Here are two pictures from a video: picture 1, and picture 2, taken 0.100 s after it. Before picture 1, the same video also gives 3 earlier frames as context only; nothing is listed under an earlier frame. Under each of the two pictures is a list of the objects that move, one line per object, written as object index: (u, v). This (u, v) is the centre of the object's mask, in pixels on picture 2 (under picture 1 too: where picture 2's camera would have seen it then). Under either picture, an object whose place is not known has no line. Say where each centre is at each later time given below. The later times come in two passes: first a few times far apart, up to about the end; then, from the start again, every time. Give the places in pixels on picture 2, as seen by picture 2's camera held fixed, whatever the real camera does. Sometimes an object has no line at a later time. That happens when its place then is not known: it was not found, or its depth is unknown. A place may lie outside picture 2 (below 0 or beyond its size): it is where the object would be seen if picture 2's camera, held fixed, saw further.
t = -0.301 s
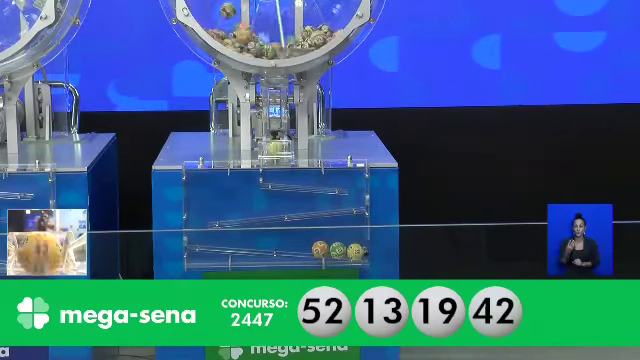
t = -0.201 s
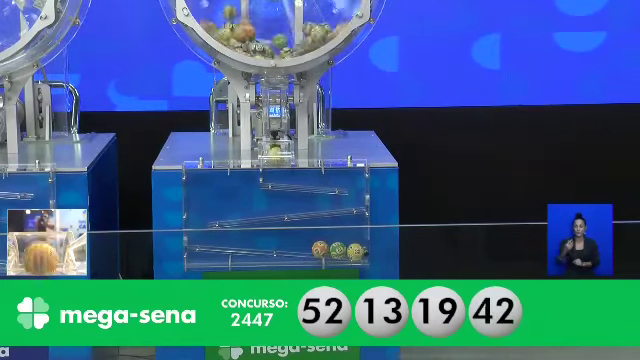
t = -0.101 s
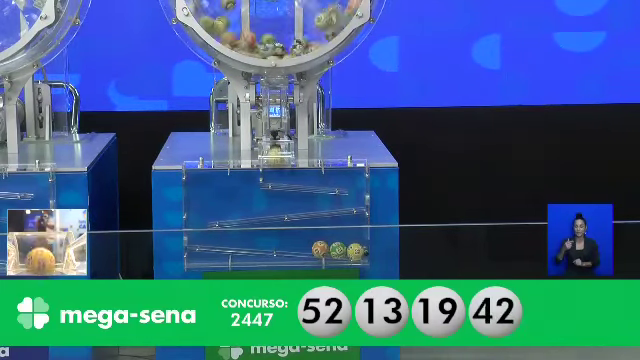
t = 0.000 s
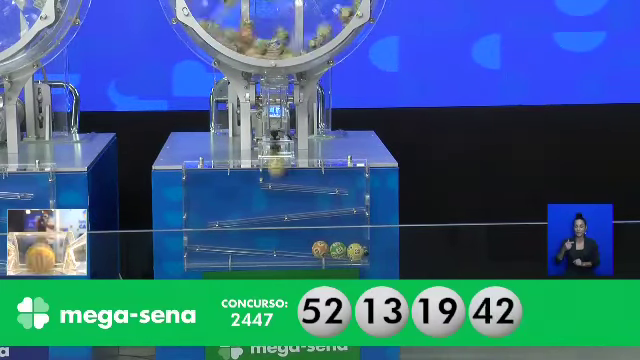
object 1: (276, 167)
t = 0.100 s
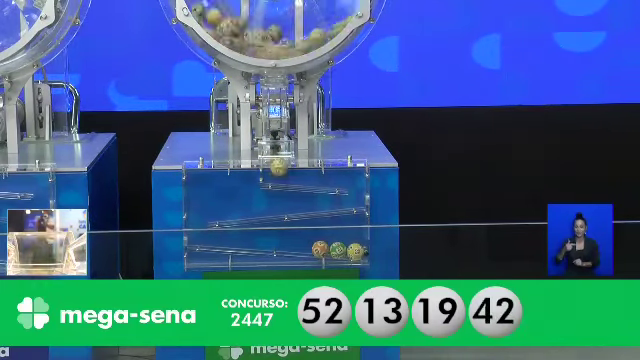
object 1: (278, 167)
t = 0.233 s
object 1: (284, 176)
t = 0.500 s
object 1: (294, 179)
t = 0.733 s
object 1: (310, 181)
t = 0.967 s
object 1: (334, 183)
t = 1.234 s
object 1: (347, 200)
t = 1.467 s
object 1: (347, 203)
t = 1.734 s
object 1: (338, 204)
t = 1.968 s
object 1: (322, 205)
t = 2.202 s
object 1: (299, 208)
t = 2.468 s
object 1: (263, 212)
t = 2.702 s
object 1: (223, 215)
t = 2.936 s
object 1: (203, 239)
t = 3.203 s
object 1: (207, 241)
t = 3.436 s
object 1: (220, 242)
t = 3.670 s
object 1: (240, 244)
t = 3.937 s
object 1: (273, 246)
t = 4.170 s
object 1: (301, 248)
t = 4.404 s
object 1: (300, 248)
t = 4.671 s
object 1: (303, 248)
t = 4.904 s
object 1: (303, 248)
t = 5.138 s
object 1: (303, 248)
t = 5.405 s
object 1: (303, 248)
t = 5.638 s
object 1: (303, 248)
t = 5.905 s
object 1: (303, 248)
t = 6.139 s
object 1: (303, 248)
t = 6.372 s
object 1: (303, 248)
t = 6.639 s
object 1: (303, 248)
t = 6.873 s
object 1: (303, 248)
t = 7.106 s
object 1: (303, 248)
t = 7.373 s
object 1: (303, 248)
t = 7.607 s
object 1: (303, 248)
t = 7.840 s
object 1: (303, 248)
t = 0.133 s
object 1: (279, 167)
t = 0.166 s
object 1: (281, 170)
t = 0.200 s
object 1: (282, 178)
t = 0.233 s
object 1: (284, 176)
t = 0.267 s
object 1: (285, 176)
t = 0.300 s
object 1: (286, 178)
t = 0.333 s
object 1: (287, 178)
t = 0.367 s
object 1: (289, 178)
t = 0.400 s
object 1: (290, 178)
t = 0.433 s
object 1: (291, 179)
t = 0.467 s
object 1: (293, 179)
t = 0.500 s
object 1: (294, 179)
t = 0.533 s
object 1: (296, 179)
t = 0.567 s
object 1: (297, 179)
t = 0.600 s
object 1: (300, 180)
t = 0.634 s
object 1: (302, 180)
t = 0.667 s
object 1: (305, 180)
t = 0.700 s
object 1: (308, 181)
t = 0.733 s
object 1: (310, 181)
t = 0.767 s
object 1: (313, 181)
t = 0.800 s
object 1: (316, 181)
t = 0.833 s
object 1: (319, 182)
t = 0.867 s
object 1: (323, 182)
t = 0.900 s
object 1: (326, 182)
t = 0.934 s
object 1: (330, 183)
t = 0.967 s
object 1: (334, 183)
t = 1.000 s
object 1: (338, 183)
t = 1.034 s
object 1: (342, 183)
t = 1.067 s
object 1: (346, 183)
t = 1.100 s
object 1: (351, 184)
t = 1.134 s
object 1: (355, 189)
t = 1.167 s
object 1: (353, 195)
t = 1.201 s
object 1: (349, 201)
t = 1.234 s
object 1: (347, 200)
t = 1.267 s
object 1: (348, 201)
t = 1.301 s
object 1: (348, 201)
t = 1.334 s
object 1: (348, 202)
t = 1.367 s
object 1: (348, 202)
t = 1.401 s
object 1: (347, 202)
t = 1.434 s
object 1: (347, 202)
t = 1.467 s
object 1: (347, 203)
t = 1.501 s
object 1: (346, 203)
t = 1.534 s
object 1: (346, 203)
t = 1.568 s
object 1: (345, 203)
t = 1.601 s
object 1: (344, 203)
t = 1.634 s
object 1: (343, 203)
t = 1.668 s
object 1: (342, 204)
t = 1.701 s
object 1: (340, 204)
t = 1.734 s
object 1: (338, 204)
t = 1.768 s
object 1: (336, 204)
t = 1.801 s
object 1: (334, 204)
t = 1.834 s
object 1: (332, 204)
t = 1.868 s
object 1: (329, 204)
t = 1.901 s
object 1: (327, 205)
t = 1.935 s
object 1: (325, 205)
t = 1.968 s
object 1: (322, 205)
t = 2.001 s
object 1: (319, 206)
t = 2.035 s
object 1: (316, 206)
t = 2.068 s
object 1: (313, 207)
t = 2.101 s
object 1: (309, 207)
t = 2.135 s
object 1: (306, 207)
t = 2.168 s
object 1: (302, 208)
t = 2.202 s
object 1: (299, 208)
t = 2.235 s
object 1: (294, 209)
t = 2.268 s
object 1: (290, 209)
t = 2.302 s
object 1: (286, 209)
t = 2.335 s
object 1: (281, 210)
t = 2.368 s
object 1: (277, 210)
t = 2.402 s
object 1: (272, 211)
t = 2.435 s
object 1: (268, 211)
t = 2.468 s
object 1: (263, 212)
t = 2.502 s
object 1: (257, 212)
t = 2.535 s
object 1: (252, 213)
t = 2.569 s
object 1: (246, 213)
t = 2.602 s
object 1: (241, 214)
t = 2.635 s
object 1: (235, 214)
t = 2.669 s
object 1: (229, 215)
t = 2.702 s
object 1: (223, 215)
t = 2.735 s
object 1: (217, 216)
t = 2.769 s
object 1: (211, 216)
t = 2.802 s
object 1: (204, 217)
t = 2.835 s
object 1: (198, 220)
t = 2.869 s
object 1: (199, 226)
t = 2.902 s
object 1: (202, 232)
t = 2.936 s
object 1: (203, 239)
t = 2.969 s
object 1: (203, 239)
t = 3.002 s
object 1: (204, 239)
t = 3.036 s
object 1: (204, 240)
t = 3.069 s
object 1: (204, 240)
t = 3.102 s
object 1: (205, 240)
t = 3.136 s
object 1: (206, 240)
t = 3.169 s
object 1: (206, 240)
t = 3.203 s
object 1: (207, 241)
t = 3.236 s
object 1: (209, 241)
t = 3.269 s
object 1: (210, 241)
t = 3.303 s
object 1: (211, 241)
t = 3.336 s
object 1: (213, 241)
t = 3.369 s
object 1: (215, 242)
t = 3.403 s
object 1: (217, 242)
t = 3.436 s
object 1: (220, 242)
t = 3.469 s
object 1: (222, 242)
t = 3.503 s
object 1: (225, 242)
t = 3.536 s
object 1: (228, 242)
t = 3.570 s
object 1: (230, 243)
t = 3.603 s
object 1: (234, 243)
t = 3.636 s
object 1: (237, 243)
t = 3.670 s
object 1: (240, 244)
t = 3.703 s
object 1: (244, 244)
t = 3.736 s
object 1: (247, 244)
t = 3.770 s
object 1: (251, 245)
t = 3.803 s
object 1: (255, 245)
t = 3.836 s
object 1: (259, 245)
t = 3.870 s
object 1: (263, 245)
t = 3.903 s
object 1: (269, 246)
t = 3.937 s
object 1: (273, 246)
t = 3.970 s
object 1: (278, 246)
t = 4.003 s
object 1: (283, 247)
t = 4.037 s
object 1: (288, 247)
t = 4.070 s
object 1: (294, 247)
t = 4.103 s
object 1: (299, 247)
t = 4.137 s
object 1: (303, 247)
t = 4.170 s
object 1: (301, 248)
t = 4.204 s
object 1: (300, 248)
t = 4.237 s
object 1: (300, 248)
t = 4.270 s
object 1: (299, 248)
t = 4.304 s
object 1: (299, 248)
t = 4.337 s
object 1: (299, 248)
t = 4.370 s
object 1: (299, 248)
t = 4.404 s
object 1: (300, 248)
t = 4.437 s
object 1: (300, 248)
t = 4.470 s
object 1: (301, 248)
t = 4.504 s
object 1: (302, 248)
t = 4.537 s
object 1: (303, 248)
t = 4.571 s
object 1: (303, 248)
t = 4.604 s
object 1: (303, 248)
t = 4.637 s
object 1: (303, 248)
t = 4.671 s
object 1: (303, 248)
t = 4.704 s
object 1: (303, 248)
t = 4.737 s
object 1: (303, 248)
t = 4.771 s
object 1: (303, 248)
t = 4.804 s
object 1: (303, 248)
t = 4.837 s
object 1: (303, 248)
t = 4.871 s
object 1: (303, 248)
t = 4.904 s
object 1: (303, 248)
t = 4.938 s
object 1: (303, 248)
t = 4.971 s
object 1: (303, 248)
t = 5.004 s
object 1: (303, 248)
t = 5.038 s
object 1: (303, 248)
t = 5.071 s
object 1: (303, 248)
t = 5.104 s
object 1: (303, 248)
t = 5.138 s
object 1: (303, 248)
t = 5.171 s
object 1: (303, 248)
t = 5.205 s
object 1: (303, 248)
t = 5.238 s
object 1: (303, 248)
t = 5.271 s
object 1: (303, 248)
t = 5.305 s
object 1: (303, 248)
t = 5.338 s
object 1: (303, 248)
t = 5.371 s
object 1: (303, 248)
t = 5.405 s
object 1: (303, 248)
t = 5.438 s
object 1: (303, 248)
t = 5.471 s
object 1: (303, 248)
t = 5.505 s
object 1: (303, 248)
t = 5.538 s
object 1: (303, 248)
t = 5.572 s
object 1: (303, 248)
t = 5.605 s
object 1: (303, 248)
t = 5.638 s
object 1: (303, 248)
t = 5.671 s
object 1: (303, 248)
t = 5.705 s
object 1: (303, 248)
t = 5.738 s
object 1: (303, 248)
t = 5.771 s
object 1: (303, 248)
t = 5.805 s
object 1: (303, 248)
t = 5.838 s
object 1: (303, 248)
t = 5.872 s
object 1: (303, 248)
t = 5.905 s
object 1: (303, 248)
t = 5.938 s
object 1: (303, 248)
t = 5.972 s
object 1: (303, 248)
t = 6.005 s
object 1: (303, 248)
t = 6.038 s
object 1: (303, 248)
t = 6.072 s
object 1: (303, 248)
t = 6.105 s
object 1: (303, 248)
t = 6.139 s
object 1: (303, 248)
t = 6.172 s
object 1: (303, 248)
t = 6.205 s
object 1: (303, 248)
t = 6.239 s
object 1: (303, 248)
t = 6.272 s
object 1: (303, 248)
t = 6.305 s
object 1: (303, 248)
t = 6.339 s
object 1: (303, 248)
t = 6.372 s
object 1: (303, 248)
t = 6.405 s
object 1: (303, 248)
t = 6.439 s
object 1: (303, 248)
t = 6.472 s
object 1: (303, 248)
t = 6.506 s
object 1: (303, 248)
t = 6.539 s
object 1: (303, 248)
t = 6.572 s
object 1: (303, 248)
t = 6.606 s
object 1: (303, 248)
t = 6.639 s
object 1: (303, 248)
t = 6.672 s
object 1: (303, 248)
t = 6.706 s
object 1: (303, 248)
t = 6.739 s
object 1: (303, 248)
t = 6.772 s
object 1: (303, 248)
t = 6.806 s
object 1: (303, 248)
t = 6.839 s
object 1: (303, 248)
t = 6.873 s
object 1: (303, 248)
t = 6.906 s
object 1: (303, 248)
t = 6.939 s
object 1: (303, 248)
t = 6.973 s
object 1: (303, 248)
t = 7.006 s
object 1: (303, 248)
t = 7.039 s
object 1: (303, 248)
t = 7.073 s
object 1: (303, 248)
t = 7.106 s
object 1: (303, 248)
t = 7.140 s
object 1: (303, 248)
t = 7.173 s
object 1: (303, 248)
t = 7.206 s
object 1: (303, 248)
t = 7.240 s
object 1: (303, 248)
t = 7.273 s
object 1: (303, 248)
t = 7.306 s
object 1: (303, 248)
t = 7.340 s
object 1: (303, 248)
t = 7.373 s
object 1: (303, 248)
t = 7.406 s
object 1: (303, 248)
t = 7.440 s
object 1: (303, 248)
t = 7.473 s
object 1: (303, 248)
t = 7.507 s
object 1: (303, 248)
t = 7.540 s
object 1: (303, 248)
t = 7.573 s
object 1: (303, 248)
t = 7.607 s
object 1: (303, 248)
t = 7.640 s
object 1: (303, 248)
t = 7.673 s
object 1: (303, 248)
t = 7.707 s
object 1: (303, 248)
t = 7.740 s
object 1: (303, 248)
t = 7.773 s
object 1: (303, 248)
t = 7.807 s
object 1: (303, 248)
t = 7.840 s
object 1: (303, 248)
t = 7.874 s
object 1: (303, 248)
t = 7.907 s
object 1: (303, 248)
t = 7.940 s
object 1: (303, 248)
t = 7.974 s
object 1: (303, 248)
